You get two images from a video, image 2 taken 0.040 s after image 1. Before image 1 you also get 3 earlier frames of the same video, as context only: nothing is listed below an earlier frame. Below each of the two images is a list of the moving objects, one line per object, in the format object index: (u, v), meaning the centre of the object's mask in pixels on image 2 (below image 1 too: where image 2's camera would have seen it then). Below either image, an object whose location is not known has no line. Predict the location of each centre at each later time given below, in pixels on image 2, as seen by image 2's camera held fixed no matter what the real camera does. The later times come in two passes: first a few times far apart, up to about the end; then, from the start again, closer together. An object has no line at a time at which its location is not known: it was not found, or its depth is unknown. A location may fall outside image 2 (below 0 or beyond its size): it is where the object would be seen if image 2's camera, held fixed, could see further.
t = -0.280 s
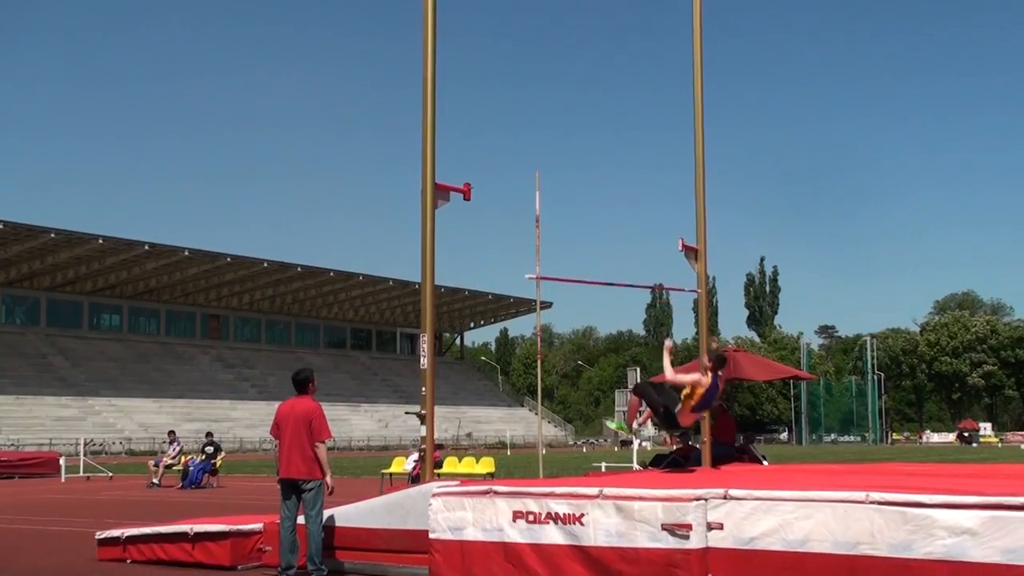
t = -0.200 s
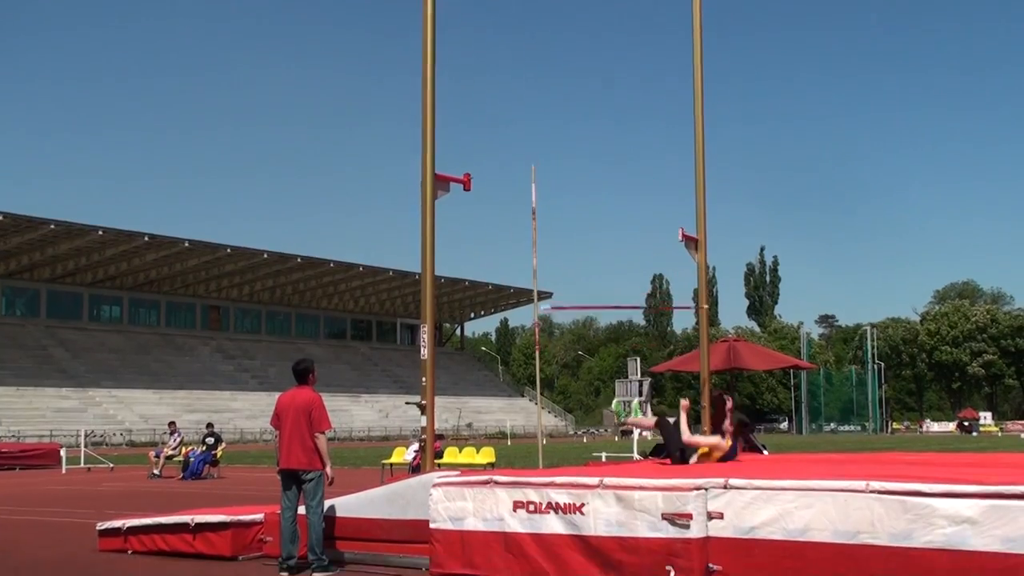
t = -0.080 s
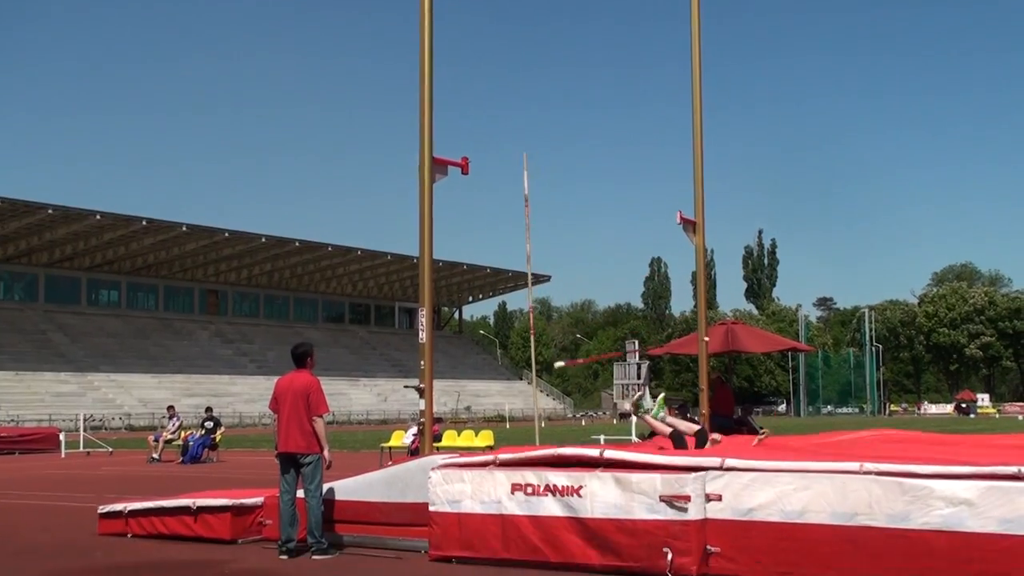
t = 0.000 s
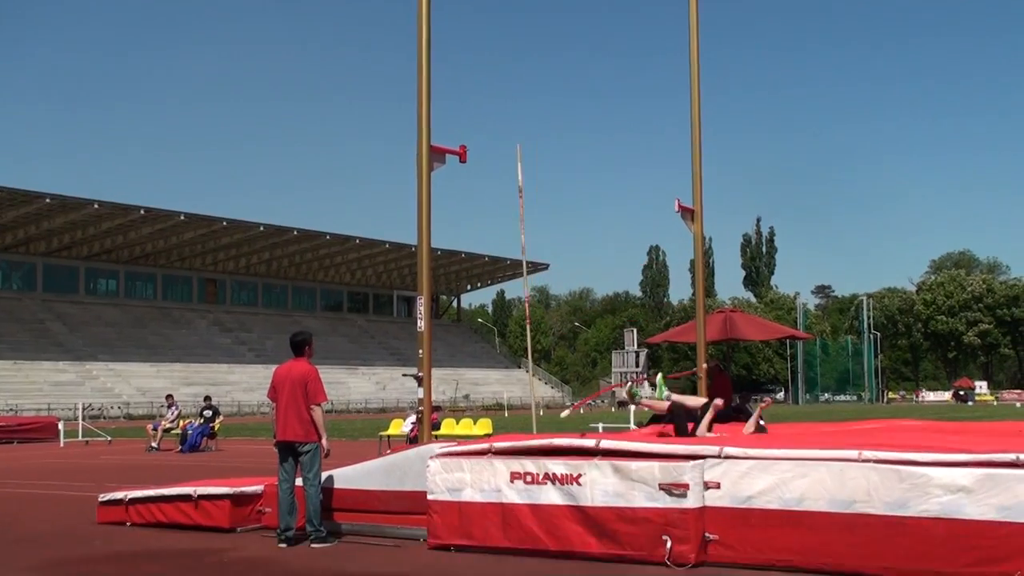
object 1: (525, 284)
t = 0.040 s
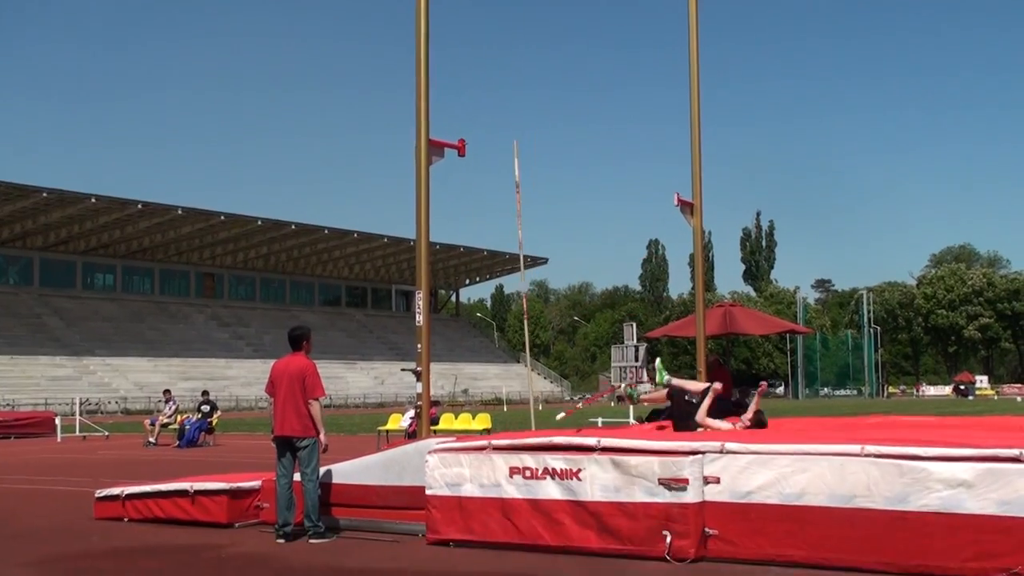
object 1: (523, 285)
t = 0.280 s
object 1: (513, 296)
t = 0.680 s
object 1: (487, 346)
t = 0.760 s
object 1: (479, 355)
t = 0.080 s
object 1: (522, 289)
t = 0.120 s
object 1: (520, 288)
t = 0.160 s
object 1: (518, 292)
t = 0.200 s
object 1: (517, 294)
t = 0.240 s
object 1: (515, 294)
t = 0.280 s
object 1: (513, 296)
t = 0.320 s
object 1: (511, 299)
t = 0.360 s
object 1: (509, 303)
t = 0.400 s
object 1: (506, 307)
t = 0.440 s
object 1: (503, 312)
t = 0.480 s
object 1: (501, 315)
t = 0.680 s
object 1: (487, 346)
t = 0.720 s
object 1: (482, 351)
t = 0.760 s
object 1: (479, 355)
